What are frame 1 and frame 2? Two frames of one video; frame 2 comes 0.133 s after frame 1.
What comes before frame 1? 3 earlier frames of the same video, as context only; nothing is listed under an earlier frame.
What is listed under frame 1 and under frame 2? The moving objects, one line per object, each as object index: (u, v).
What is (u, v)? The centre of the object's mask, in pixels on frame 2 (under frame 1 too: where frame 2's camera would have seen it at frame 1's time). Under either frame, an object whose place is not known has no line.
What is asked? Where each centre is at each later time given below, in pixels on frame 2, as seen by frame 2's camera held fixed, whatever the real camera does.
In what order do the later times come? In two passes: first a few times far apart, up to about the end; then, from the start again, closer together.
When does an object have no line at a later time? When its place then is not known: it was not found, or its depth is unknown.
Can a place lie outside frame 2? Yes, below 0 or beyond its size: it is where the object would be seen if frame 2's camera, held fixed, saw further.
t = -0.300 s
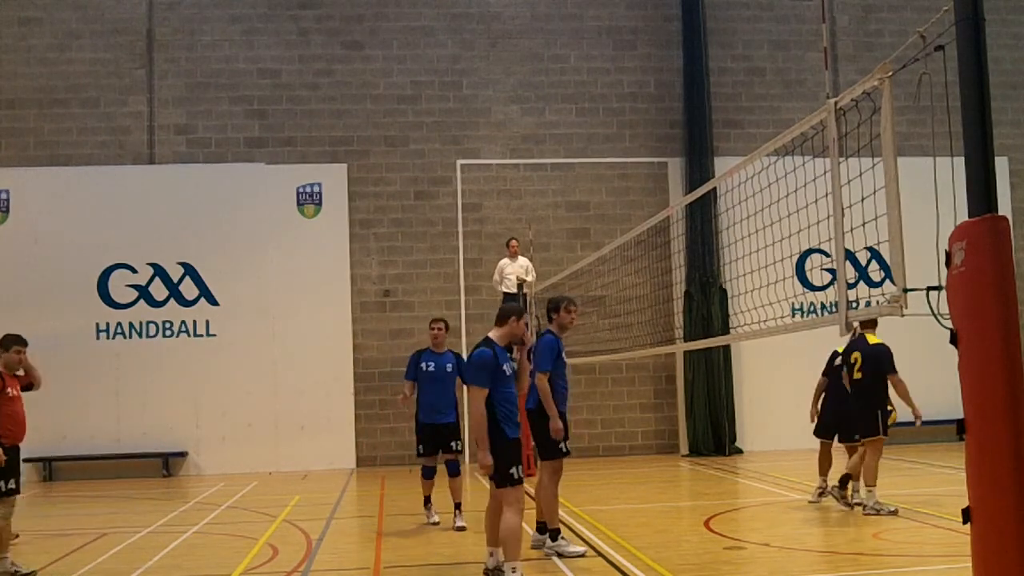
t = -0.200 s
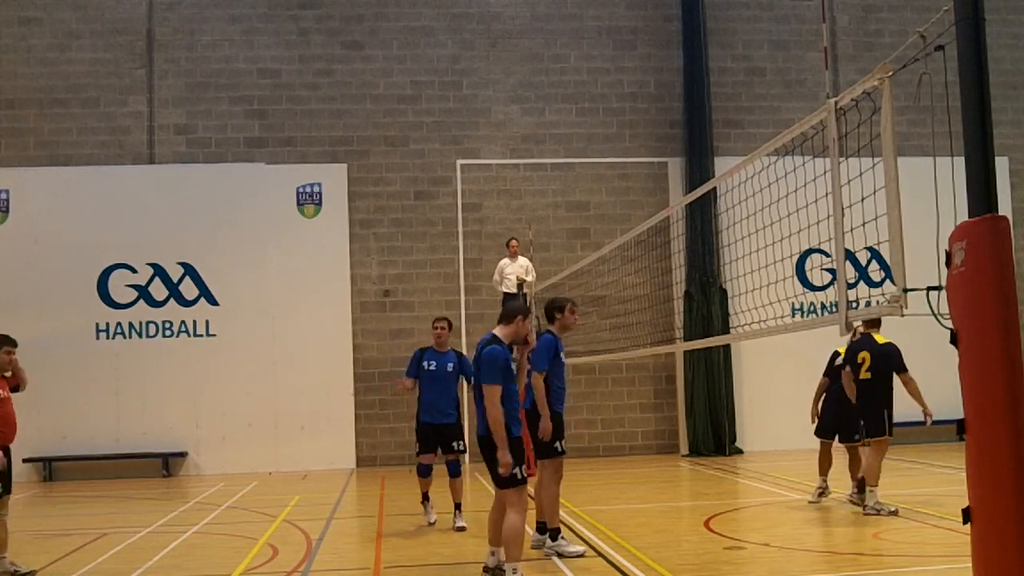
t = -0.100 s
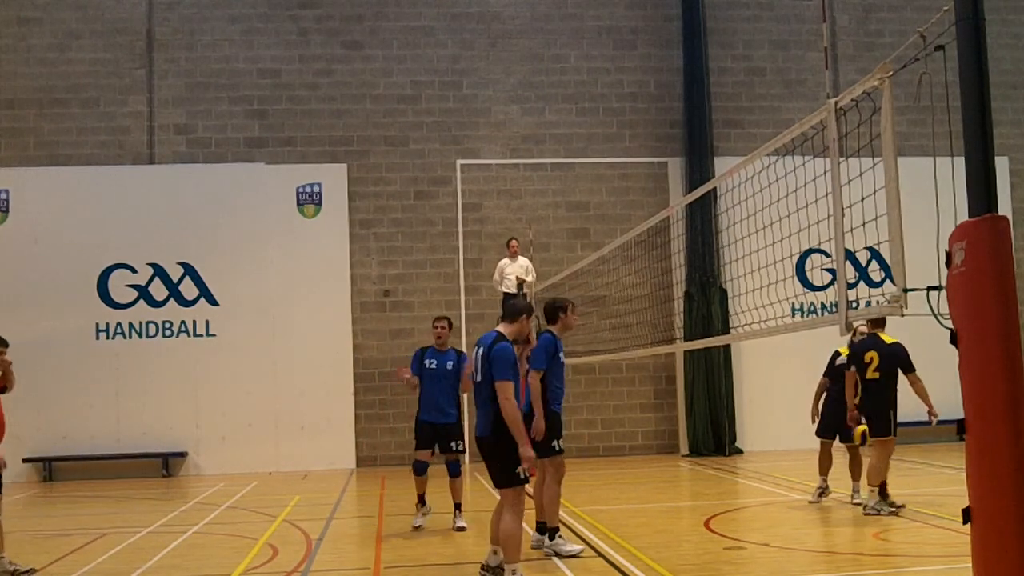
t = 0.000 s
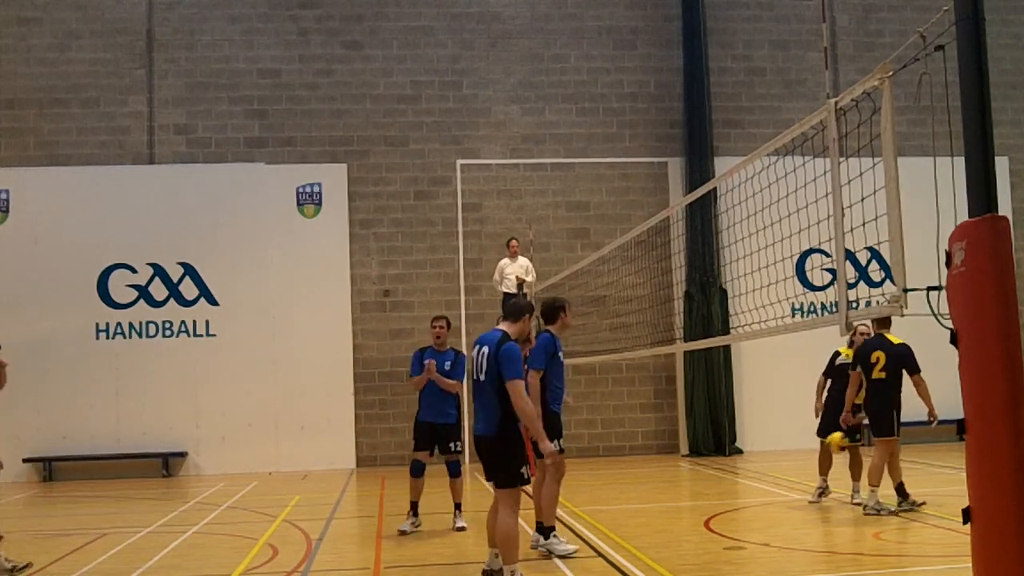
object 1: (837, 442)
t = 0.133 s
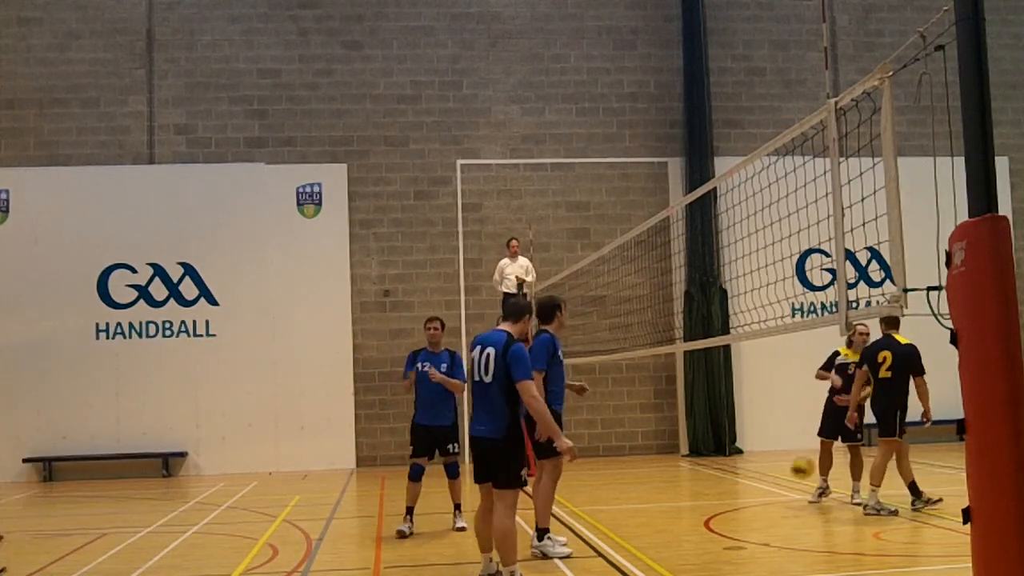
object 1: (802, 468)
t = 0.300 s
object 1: (760, 496)
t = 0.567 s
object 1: (698, 468)
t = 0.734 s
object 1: (658, 491)
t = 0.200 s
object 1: (785, 487)
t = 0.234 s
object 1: (776, 500)
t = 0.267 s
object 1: (768, 505)
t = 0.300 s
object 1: (760, 496)
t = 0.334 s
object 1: (752, 488)
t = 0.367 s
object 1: (743, 482)
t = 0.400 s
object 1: (737, 476)
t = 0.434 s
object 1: (728, 471)
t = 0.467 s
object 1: (721, 470)
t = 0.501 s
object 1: (713, 468)
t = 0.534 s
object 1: (705, 467)
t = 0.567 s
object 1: (698, 468)
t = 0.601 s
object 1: (690, 470)
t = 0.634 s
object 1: (682, 473)
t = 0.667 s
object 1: (674, 478)
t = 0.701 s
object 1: (666, 484)
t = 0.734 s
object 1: (658, 491)
